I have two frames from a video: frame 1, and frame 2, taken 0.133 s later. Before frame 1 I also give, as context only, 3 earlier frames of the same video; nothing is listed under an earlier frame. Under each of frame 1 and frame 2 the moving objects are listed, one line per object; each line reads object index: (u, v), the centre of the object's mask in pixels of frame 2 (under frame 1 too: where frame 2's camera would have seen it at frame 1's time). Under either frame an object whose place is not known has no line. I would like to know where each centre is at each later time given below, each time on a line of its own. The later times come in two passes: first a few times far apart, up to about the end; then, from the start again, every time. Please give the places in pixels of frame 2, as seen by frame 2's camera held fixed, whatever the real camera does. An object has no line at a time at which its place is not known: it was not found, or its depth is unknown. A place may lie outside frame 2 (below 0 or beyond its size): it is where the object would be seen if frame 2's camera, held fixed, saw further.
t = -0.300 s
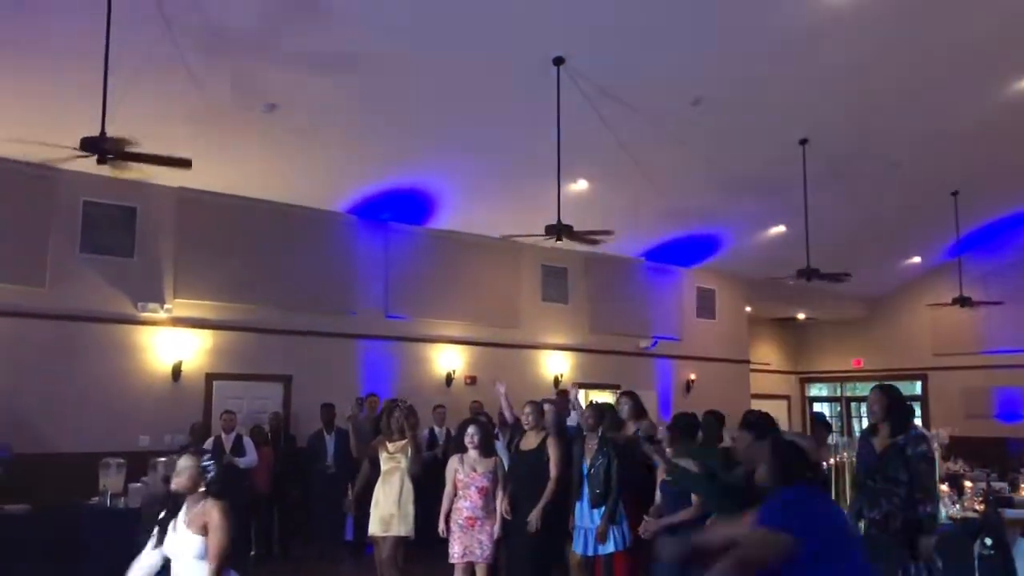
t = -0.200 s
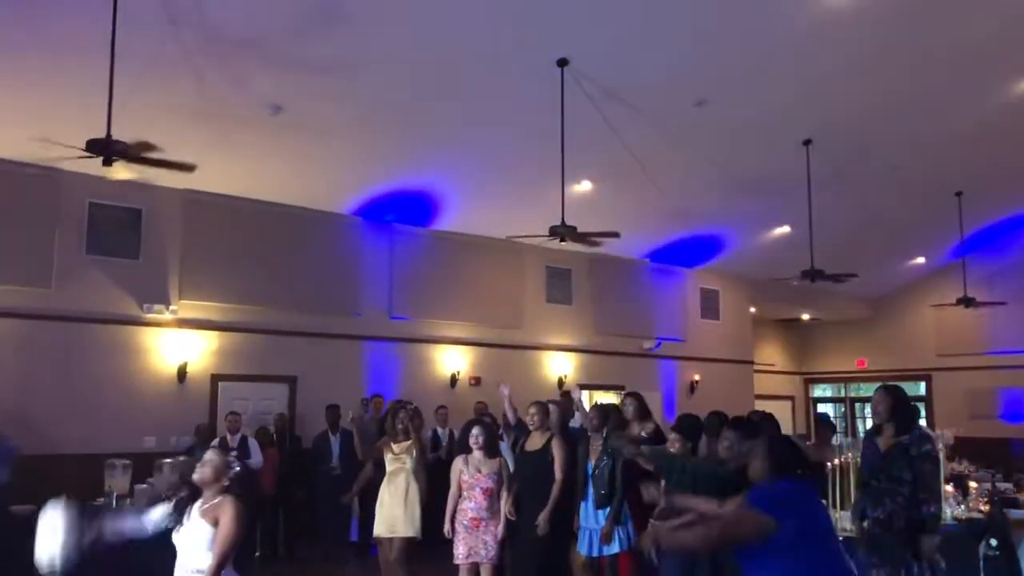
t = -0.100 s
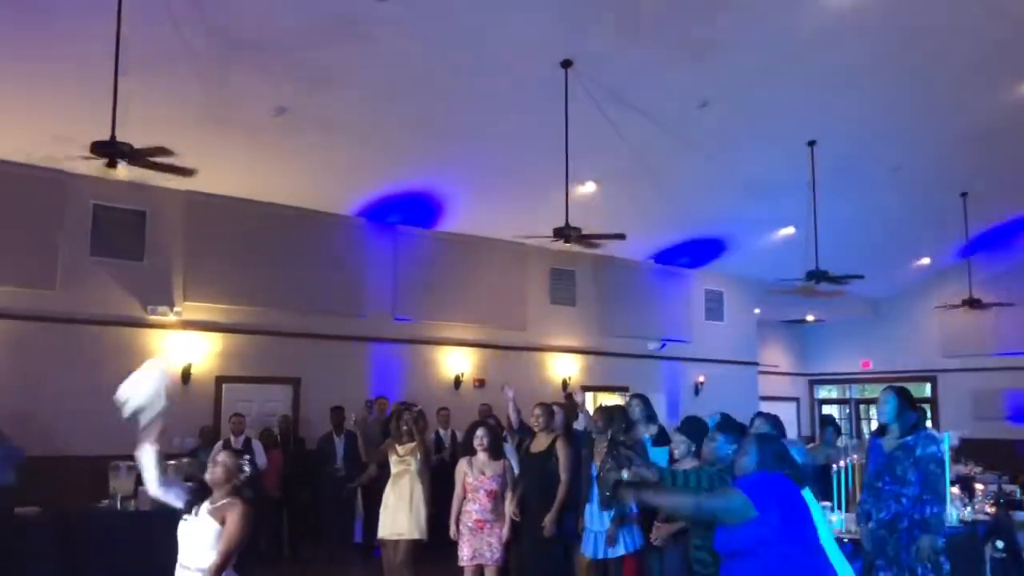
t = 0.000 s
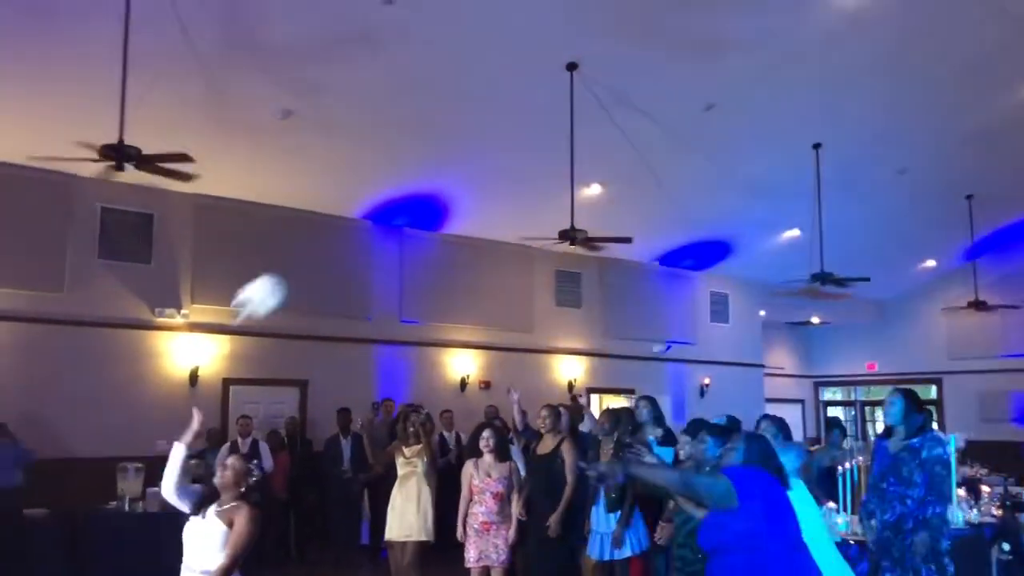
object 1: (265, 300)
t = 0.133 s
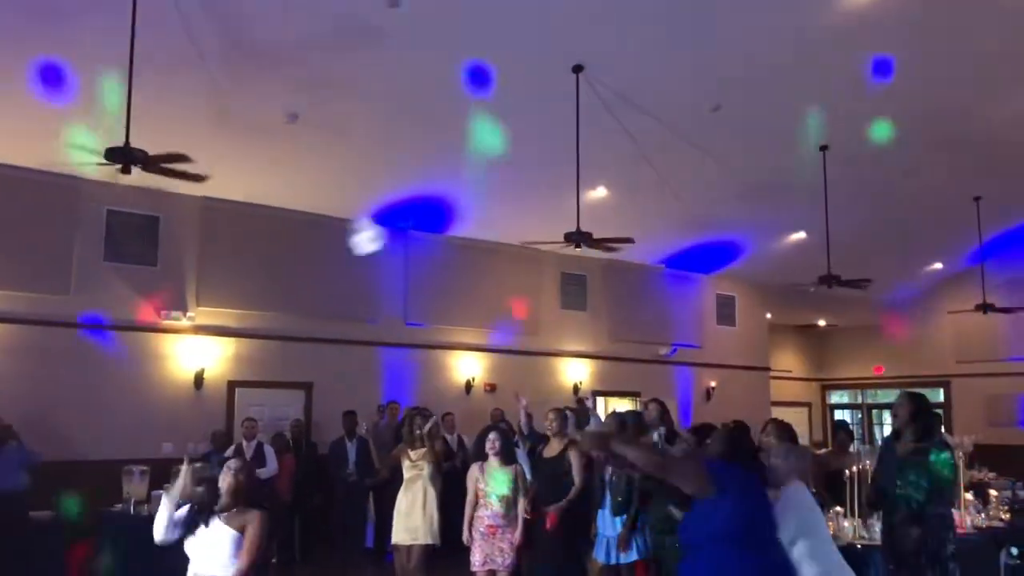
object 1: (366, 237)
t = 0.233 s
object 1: (424, 220)
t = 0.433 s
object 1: (524, 223)
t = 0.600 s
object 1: (587, 271)
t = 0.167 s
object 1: (386, 233)
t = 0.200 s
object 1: (406, 226)
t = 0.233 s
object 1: (424, 220)
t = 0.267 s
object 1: (443, 216)
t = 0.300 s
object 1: (458, 214)
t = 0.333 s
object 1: (474, 213)
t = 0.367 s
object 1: (492, 214)
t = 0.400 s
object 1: (509, 216)
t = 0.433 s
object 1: (524, 223)
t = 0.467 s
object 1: (537, 231)
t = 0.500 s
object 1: (550, 239)
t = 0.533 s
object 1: (562, 250)
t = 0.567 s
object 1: (576, 260)
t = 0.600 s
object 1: (587, 271)
